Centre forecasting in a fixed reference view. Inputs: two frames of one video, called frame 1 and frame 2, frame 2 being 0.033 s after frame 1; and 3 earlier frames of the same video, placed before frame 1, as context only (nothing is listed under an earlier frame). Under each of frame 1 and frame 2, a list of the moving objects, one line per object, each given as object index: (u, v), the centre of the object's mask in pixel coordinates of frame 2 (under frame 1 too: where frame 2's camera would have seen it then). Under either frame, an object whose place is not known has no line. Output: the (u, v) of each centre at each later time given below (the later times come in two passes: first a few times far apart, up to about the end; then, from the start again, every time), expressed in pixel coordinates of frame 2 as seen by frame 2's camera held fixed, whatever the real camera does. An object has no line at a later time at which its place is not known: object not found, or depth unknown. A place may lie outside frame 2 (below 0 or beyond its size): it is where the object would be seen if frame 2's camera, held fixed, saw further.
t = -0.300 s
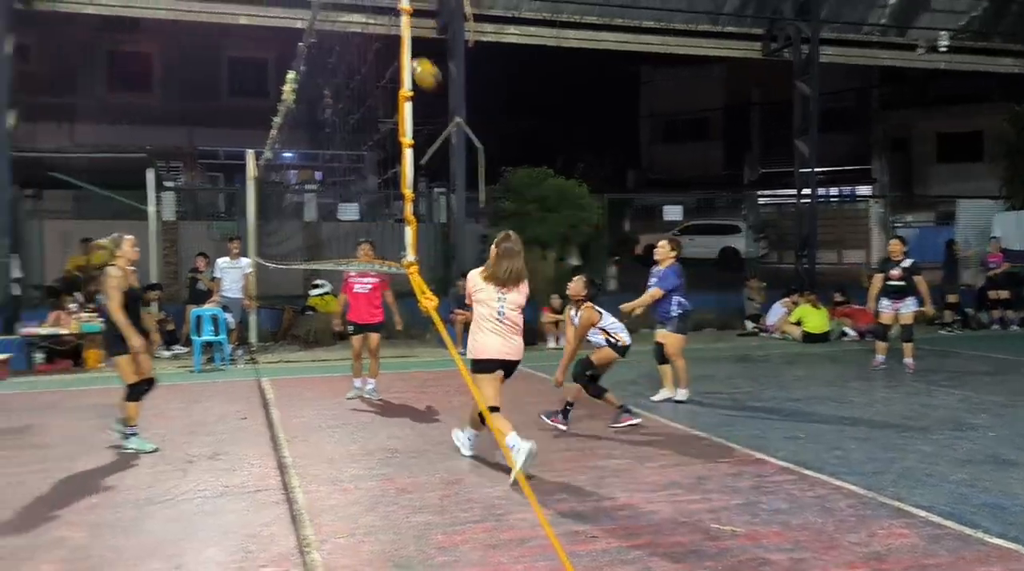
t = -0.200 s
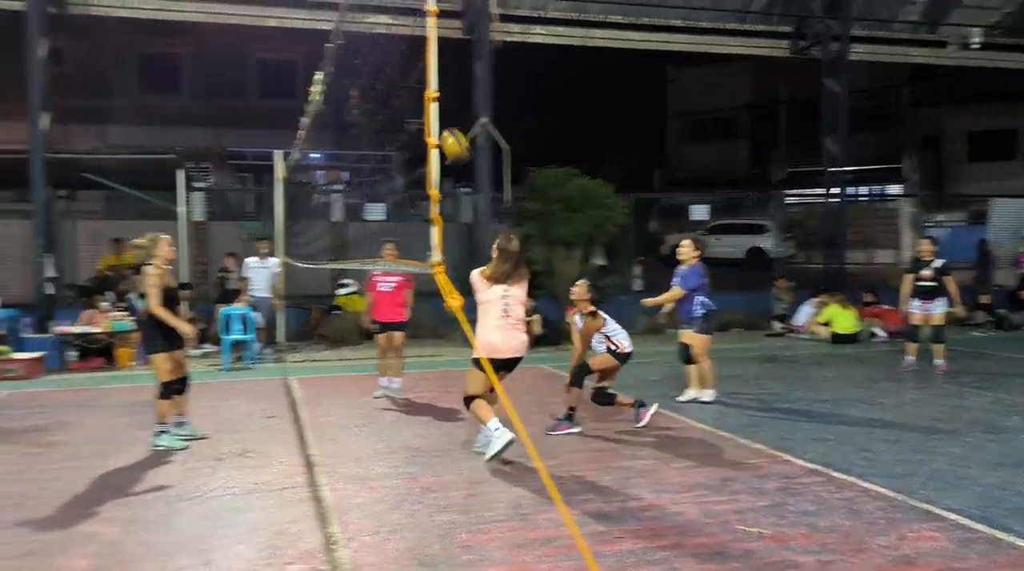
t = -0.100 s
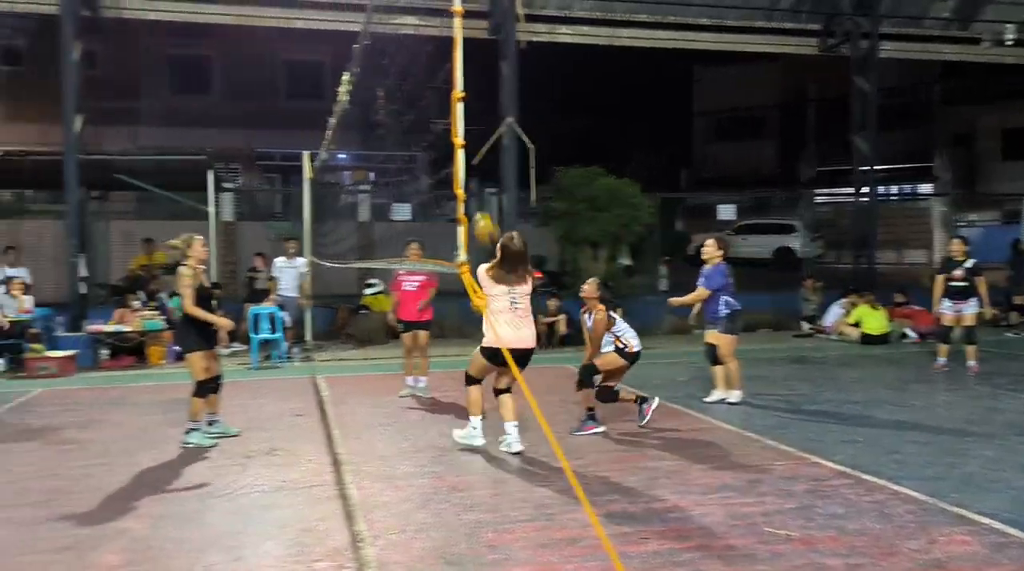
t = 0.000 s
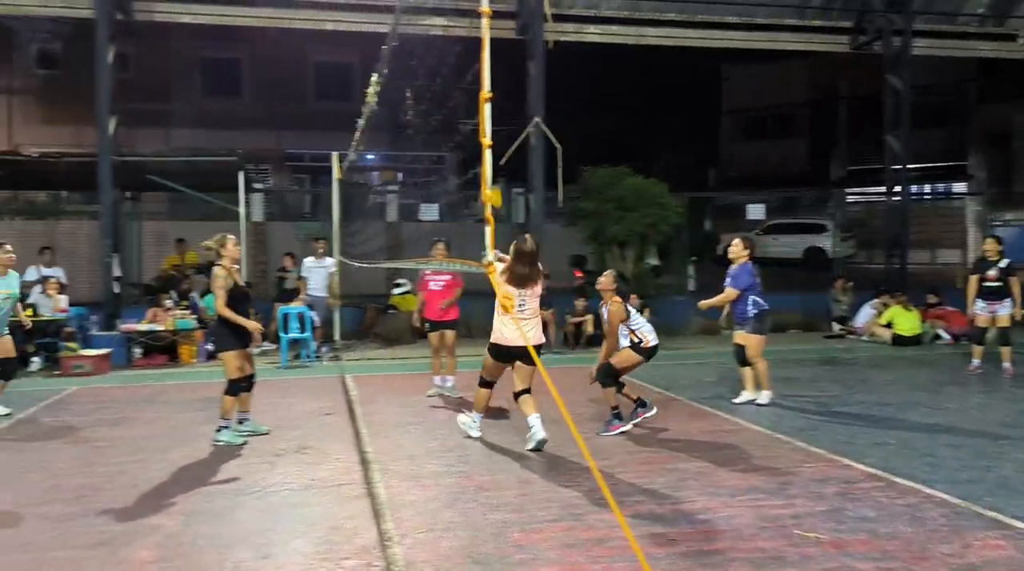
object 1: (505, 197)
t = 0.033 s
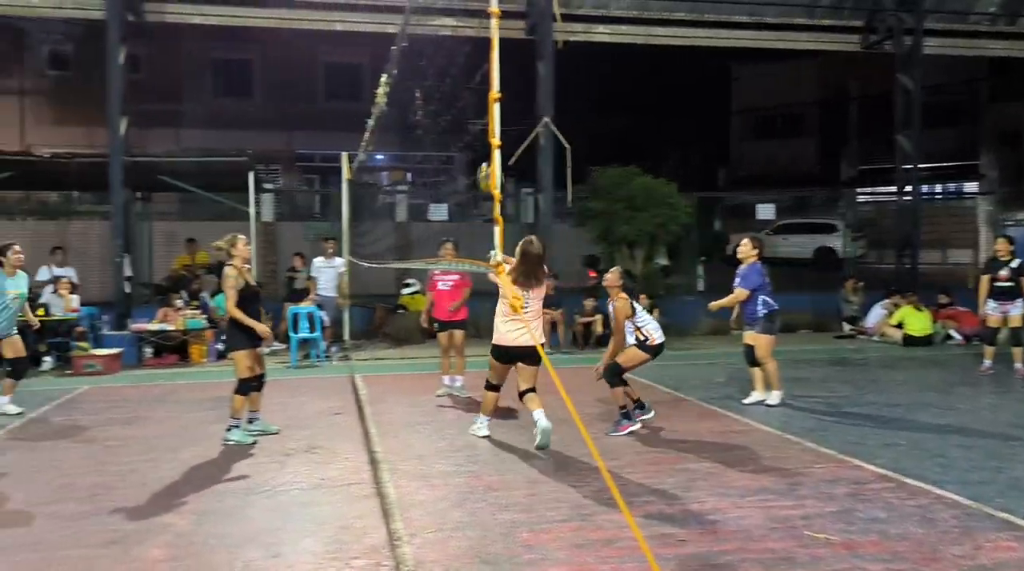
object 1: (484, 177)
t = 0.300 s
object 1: (404, 48)
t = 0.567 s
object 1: (306, 7)
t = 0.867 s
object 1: (178, 90)
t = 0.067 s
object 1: (478, 156)
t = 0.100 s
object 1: (469, 138)
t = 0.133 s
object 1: (459, 119)
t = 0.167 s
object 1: (448, 104)
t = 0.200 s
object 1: (437, 87)
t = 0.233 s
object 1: (426, 74)
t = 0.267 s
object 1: (415, 59)
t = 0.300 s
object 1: (404, 48)
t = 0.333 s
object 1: (388, 38)
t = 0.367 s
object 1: (380, 29)
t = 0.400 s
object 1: (368, 21)
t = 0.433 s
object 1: (356, 15)
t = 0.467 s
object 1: (344, 11)
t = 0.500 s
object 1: (332, 8)
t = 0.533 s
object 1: (319, 7)
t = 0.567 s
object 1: (306, 7)
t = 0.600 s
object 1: (293, 7)
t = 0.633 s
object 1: (280, 11)
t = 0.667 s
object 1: (266, 17)
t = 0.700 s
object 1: (252, 24)
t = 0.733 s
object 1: (237, 32)
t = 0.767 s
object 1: (222, 43)
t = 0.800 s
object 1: (207, 57)
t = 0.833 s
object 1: (192, 72)
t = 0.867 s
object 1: (178, 90)
